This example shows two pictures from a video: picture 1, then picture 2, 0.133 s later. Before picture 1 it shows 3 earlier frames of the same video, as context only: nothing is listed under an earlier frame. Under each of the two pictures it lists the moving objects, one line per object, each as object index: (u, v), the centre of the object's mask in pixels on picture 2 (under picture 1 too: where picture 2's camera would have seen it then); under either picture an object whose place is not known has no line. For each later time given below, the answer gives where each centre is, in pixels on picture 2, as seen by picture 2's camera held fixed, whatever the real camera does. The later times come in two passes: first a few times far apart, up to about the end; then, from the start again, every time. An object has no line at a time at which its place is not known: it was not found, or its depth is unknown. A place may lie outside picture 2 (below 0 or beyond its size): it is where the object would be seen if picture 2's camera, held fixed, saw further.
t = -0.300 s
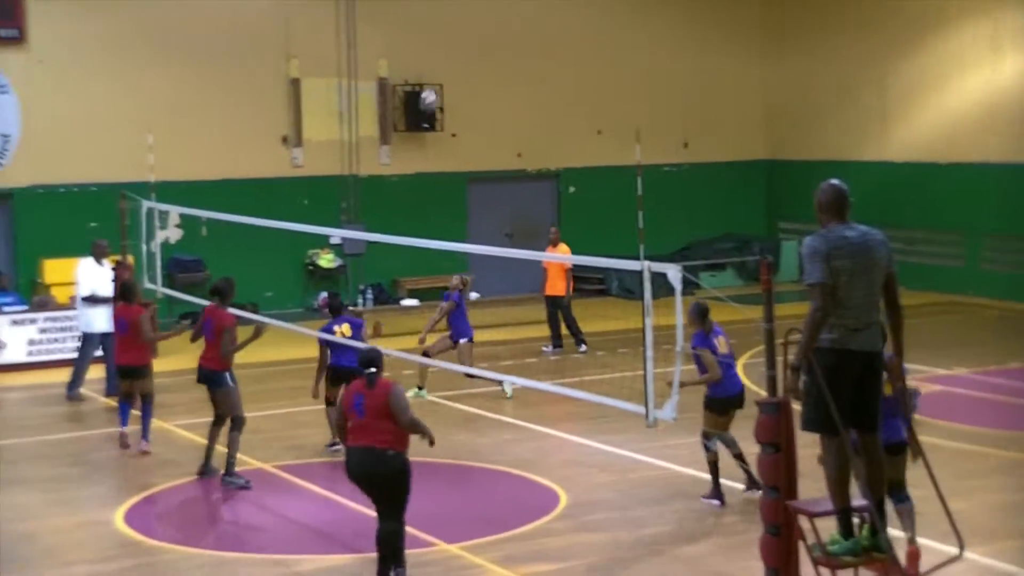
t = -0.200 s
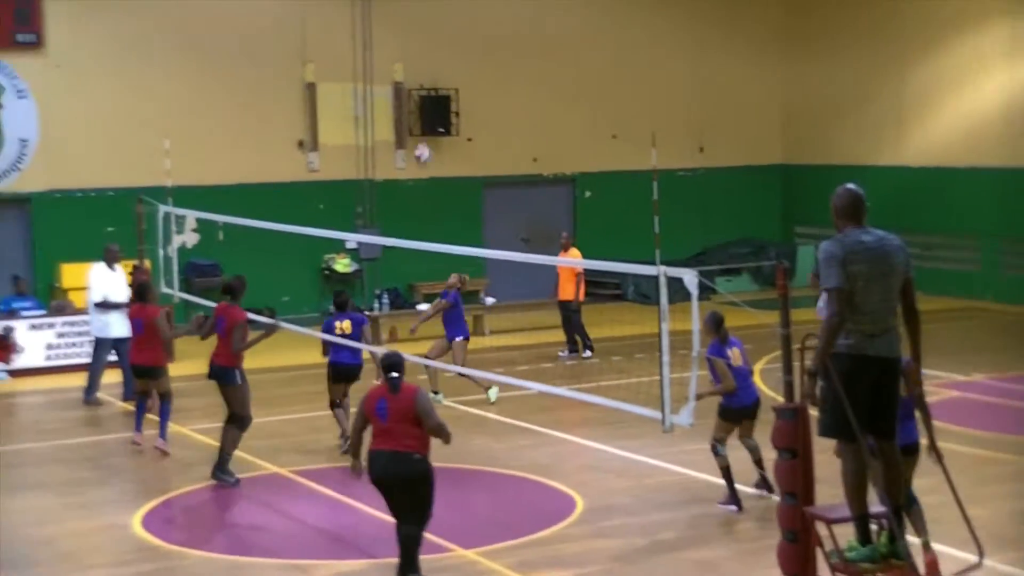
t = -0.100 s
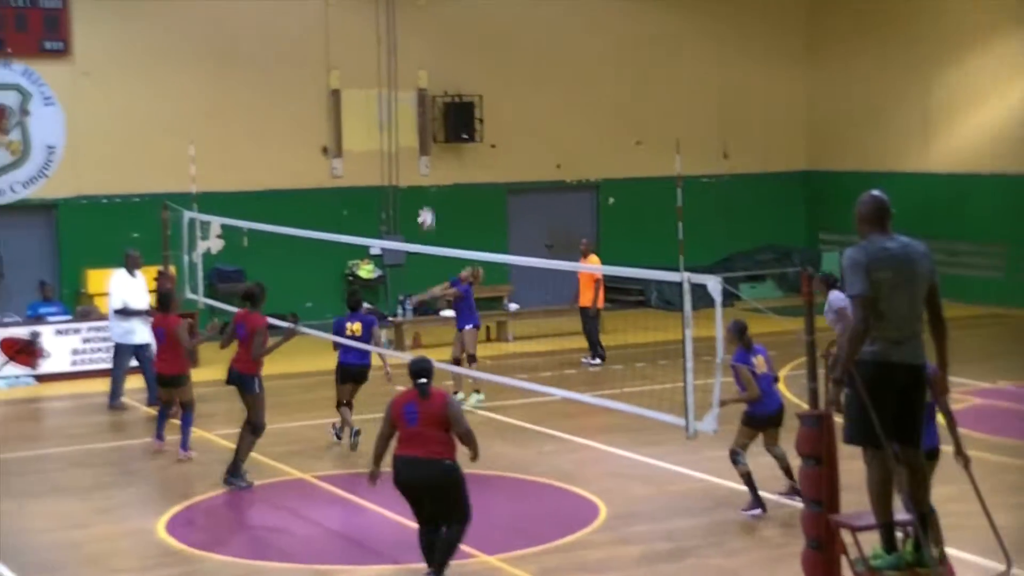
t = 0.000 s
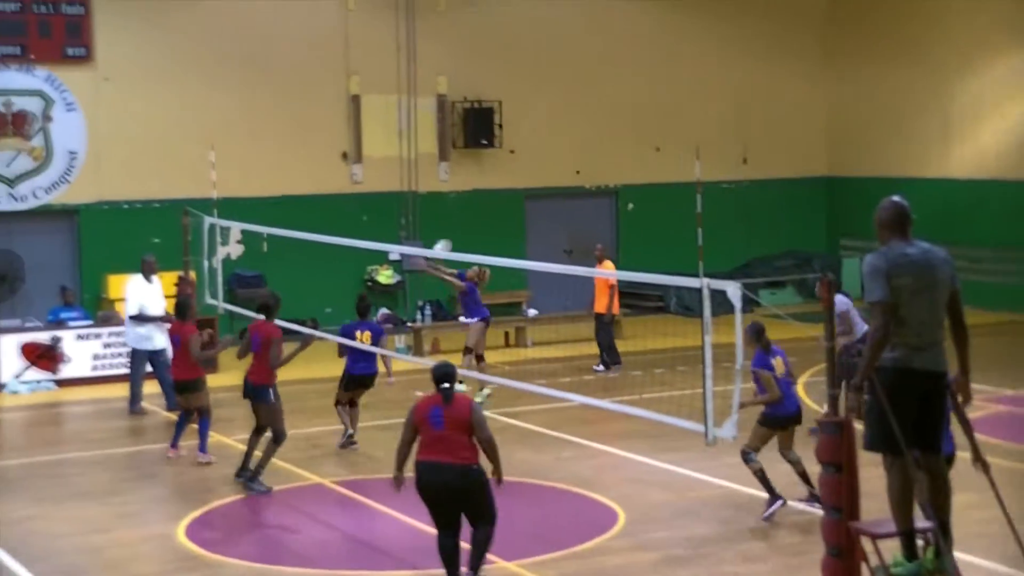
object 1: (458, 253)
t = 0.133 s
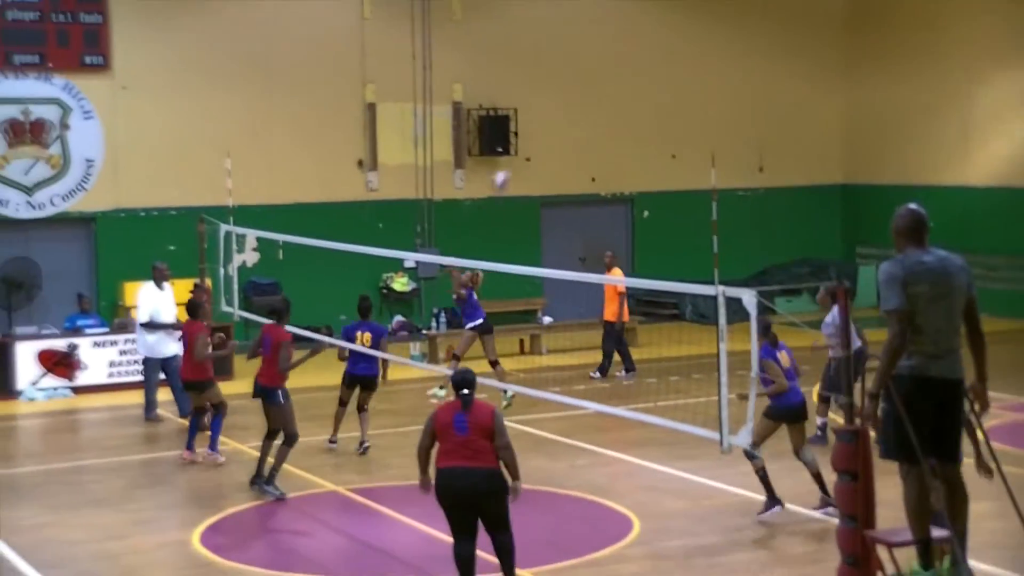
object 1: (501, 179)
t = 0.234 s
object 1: (536, 130)
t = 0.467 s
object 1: (625, 47)
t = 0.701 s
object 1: (720, 12)
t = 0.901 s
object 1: (809, 26)
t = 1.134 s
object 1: (916, 98)
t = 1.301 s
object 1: (994, 192)
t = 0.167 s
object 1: (512, 162)
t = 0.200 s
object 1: (524, 146)
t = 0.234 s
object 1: (536, 130)
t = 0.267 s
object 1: (549, 115)
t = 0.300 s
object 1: (561, 102)
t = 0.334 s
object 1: (573, 90)
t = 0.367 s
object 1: (585, 78)
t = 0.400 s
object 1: (598, 66)
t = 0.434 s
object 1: (611, 56)
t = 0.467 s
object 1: (625, 47)
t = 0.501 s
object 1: (638, 38)
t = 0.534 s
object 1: (652, 31)
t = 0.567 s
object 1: (666, 26)
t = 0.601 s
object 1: (679, 21)
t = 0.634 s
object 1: (693, 17)
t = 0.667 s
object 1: (707, 14)
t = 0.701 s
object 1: (720, 12)
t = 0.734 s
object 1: (735, 11)
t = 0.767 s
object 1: (749, 12)
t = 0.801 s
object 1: (764, 13)
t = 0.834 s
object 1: (778, 15)
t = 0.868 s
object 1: (794, 19)
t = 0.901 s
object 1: (809, 26)
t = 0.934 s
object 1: (824, 33)
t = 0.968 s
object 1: (838, 40)
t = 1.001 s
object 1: (853, 47)
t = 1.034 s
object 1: (869, 58)
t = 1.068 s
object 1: (885, 71)
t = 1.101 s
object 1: (901, 83)
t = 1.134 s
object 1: (916, 98)
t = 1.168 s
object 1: (933, 114)
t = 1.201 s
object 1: (949, 132)
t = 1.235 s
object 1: (963, 150)
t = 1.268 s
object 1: (979, 170)
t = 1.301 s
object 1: (994, 192)
